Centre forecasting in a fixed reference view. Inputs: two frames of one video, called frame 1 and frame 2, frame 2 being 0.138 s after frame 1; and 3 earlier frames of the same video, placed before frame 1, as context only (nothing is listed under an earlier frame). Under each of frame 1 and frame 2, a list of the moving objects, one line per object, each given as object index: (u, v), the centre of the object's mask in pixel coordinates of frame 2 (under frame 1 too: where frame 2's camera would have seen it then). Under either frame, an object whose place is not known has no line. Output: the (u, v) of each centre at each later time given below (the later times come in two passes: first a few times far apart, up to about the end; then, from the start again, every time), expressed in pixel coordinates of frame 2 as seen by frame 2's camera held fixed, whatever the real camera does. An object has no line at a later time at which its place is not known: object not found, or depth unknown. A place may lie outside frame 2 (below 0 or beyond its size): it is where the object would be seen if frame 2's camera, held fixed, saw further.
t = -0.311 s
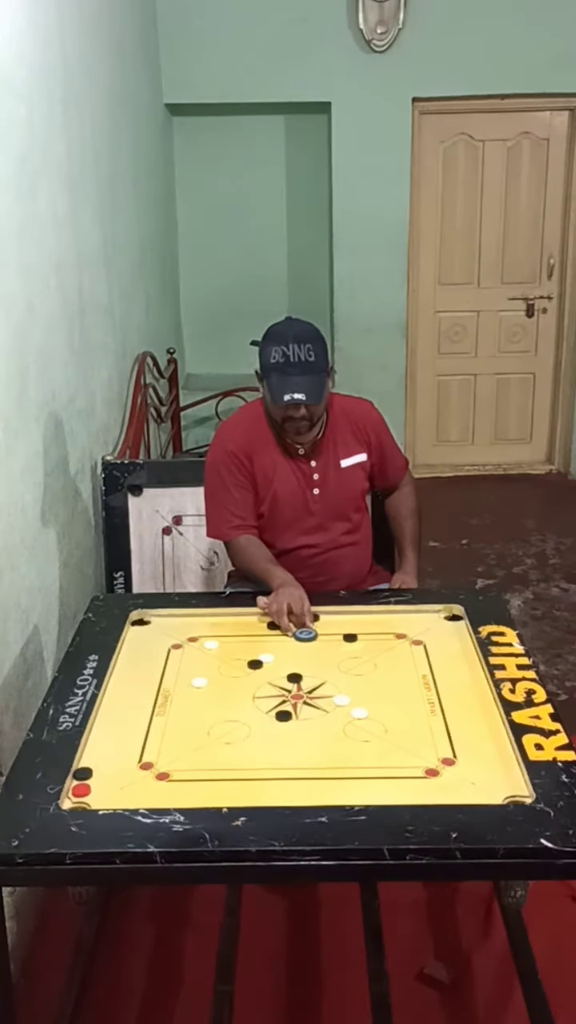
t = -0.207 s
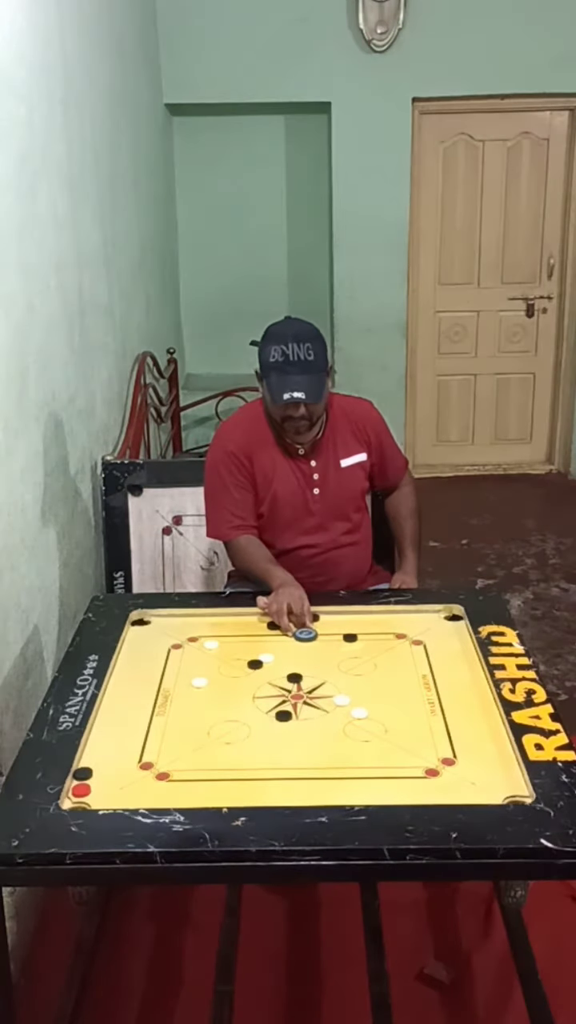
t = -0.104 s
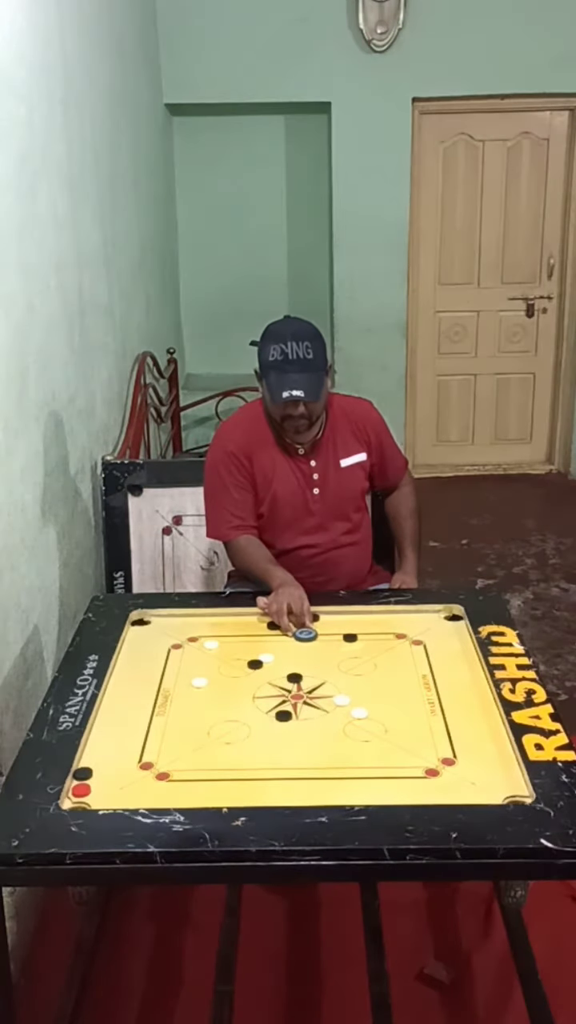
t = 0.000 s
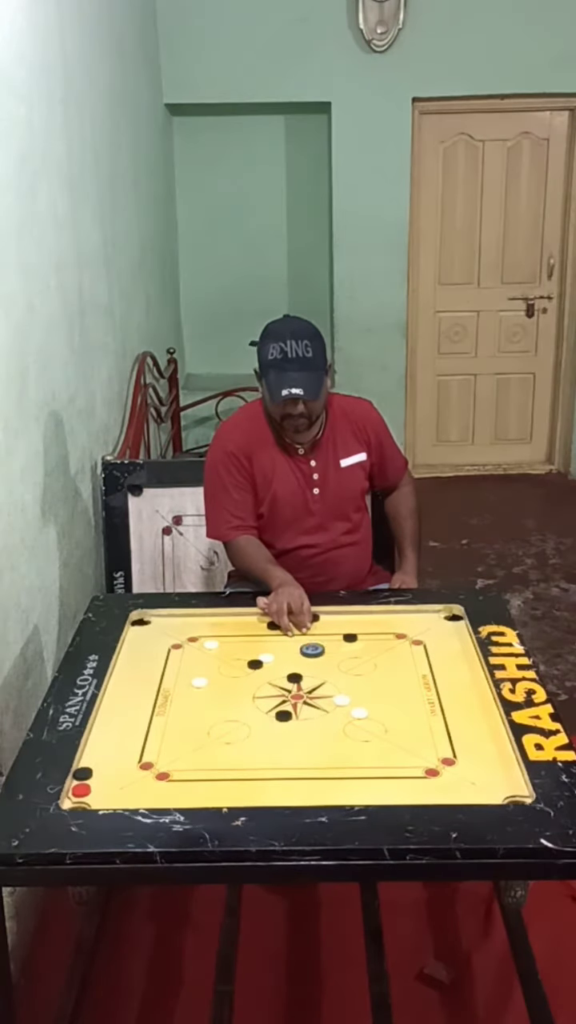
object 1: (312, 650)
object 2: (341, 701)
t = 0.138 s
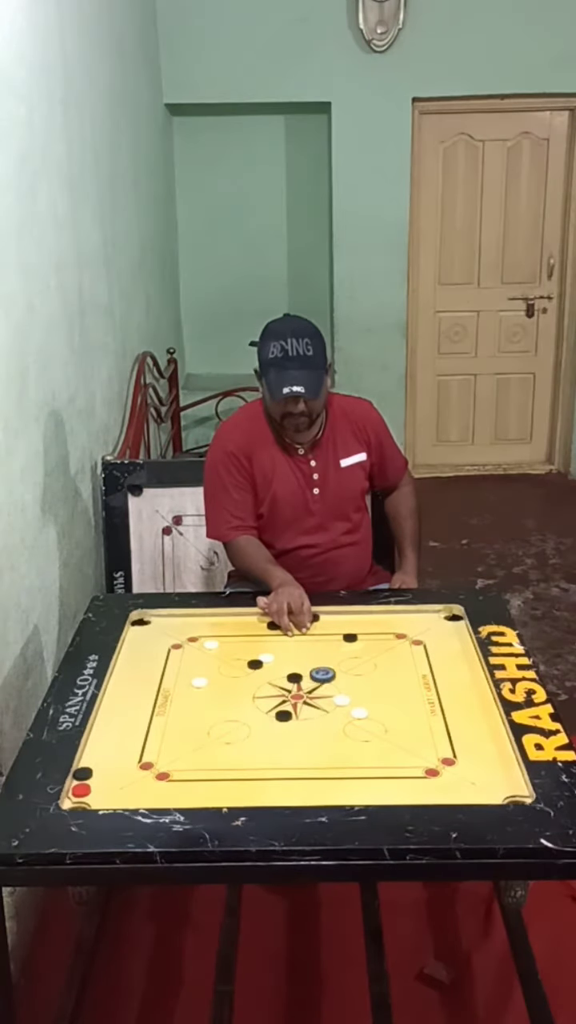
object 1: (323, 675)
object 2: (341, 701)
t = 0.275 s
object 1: (330, 698)
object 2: (346, 707)
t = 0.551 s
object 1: (320, 730)
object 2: (390, 746)
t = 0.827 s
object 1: (308, 764)
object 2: (439, 789)
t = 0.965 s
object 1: (301, 782)
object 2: (461, 800)
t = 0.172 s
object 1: (326, 681)
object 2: (341, 701)
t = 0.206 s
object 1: (328, 688)
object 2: (341, 701)
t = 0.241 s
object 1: (330, 693)
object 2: (346, 705)
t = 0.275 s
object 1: (330, 698)
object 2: (346, 707)
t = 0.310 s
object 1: (329, 702)
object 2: (350, 711)
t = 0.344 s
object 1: (328, 706)
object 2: (356, 716)
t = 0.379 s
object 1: (327, 710)
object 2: (361, 722)
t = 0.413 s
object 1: (325, 714)
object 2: (367, 726)
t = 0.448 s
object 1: (324, 718)
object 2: (374, 731)
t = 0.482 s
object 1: (323, 722)
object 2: (379, 736)
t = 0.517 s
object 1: (321, 726)
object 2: (385, 741)
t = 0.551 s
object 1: (320, 730)
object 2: (390, 746)
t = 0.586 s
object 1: (318, 734)
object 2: (396, 751)
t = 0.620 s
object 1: (317, 738)
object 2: (402, 757)
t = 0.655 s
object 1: (316, 743)
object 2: (408, 761)
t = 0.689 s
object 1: (314, 747)
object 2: (414, 766)
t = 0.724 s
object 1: (313, 751)
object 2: (421, 772)
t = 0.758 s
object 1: (311, 755)
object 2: (427, 777)
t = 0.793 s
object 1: (309, 760)
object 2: (433, 783)
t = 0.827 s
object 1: (308, 764)
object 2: (439, 789)
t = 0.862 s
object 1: (306, 768)
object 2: (445, 794)
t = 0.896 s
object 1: (304, 773)
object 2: (451, 799)
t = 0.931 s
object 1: (303, 777)
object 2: (458, 801)
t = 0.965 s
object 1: (301, 782)
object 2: (461, 800)
